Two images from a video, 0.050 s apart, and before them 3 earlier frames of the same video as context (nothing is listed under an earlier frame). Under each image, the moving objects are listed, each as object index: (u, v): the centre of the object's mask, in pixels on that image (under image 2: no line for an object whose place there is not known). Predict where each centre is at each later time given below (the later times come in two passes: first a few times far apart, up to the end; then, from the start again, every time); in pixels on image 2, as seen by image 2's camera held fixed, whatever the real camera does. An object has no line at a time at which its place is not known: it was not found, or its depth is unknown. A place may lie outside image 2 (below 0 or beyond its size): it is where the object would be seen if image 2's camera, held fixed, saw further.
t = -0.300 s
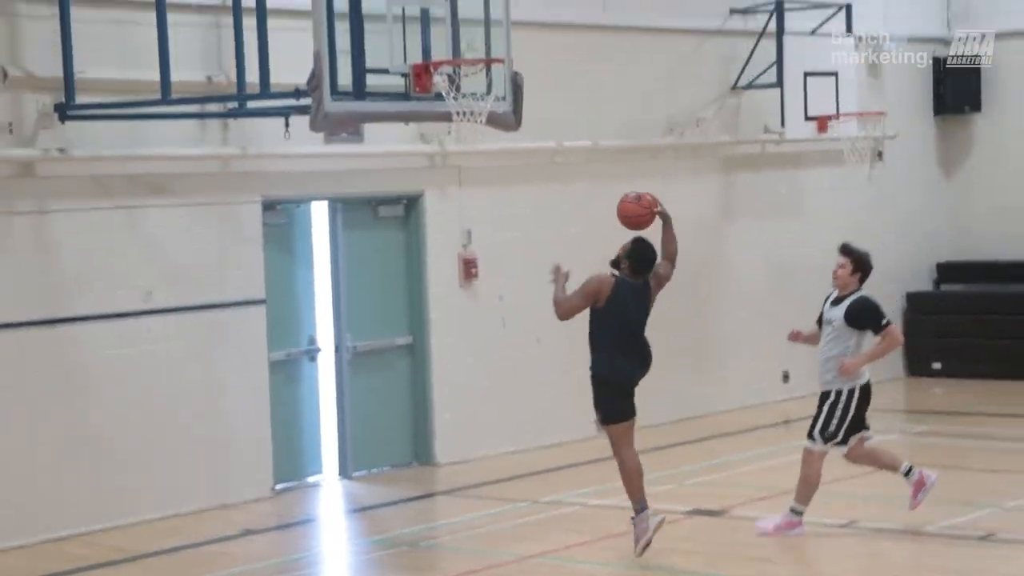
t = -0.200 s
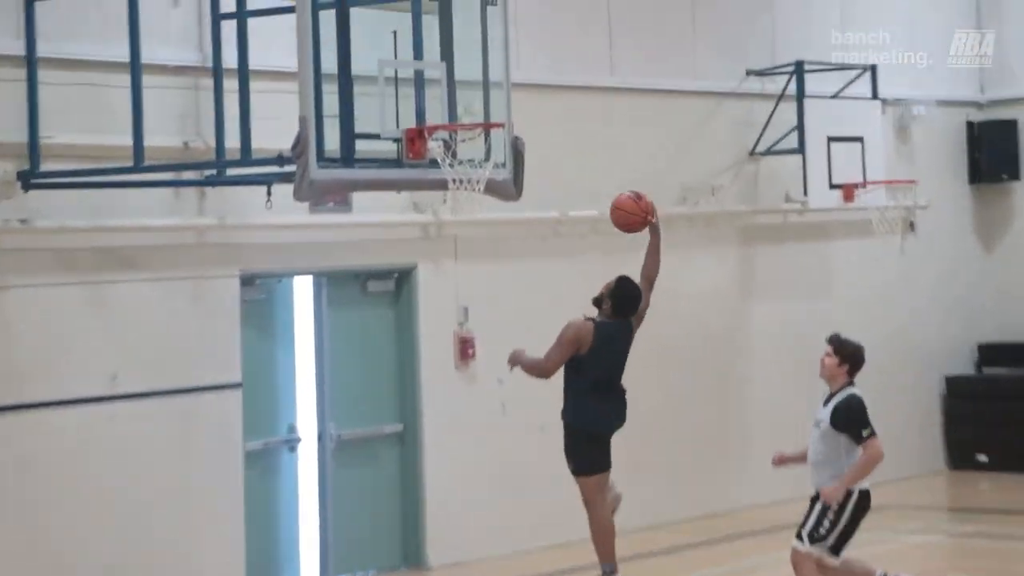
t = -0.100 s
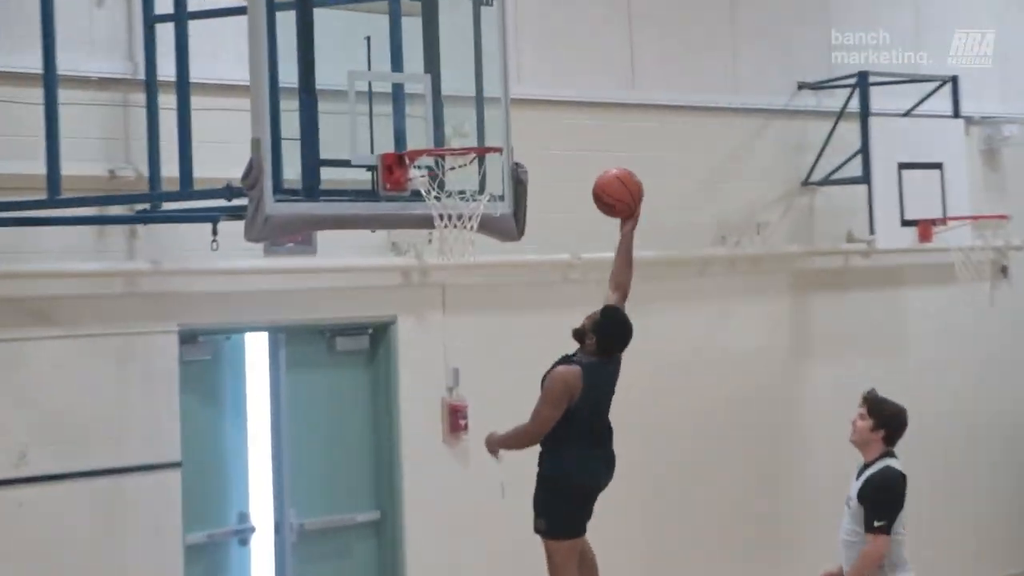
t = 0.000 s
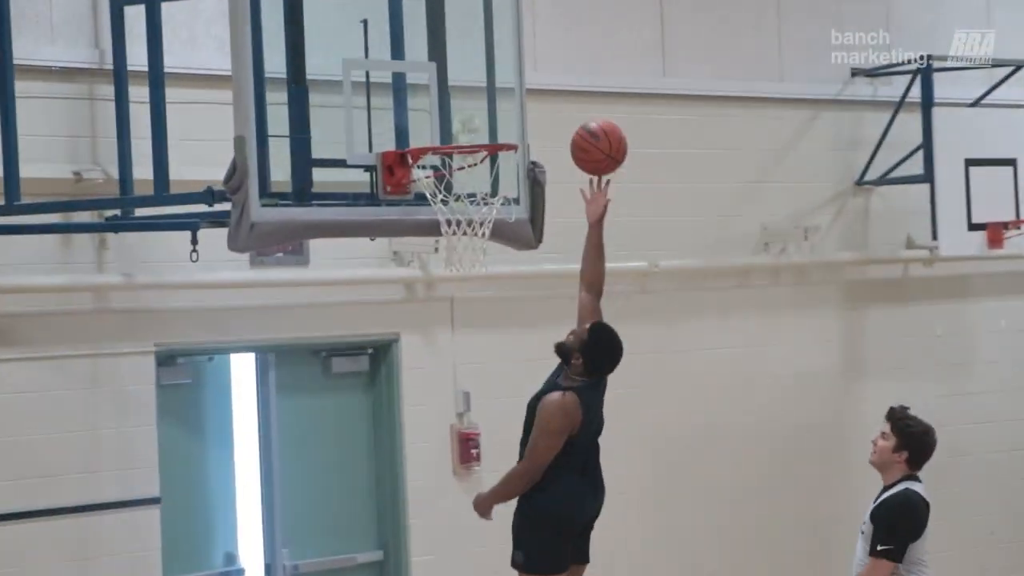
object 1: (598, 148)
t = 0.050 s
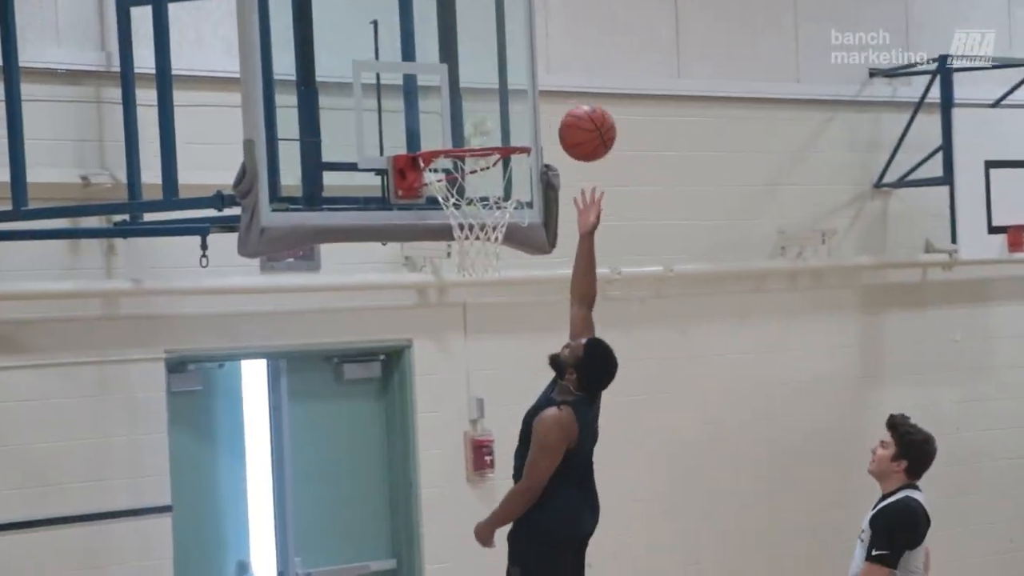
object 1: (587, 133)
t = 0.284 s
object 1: (469, 123)
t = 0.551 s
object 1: (496, 201)
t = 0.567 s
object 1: (493, 208)
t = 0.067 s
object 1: (578, 128)
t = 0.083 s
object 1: (569, 124)
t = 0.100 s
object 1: (560, 121)
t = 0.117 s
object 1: (552, 118)
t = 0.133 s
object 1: (543, 115)
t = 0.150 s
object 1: (535, 113)
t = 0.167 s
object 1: (526, 112)
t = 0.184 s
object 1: (518, 112)
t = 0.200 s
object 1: (510, 113)
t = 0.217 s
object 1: (502, 115)
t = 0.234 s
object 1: (493, 116)
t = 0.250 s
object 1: (486, 119)
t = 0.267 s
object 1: (478, 121)
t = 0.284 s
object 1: (469, 123)
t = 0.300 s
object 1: (461, 126)
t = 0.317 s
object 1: (453, 133)
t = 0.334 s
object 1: (446, 142)
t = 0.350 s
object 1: (447, 146)
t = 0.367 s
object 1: (456, 146)
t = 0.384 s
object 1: (464, 148)
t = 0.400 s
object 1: (471, 151)
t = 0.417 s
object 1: (480, 154)
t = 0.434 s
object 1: (489, 159)
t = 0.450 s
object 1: (498, 163)
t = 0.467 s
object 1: (504, 169)
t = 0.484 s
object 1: (503, 175)
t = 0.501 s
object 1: (501, 179)
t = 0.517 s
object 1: (500, 186)
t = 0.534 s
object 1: (498, 192)
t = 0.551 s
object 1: (496, 201)
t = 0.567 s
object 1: (493, 208)
